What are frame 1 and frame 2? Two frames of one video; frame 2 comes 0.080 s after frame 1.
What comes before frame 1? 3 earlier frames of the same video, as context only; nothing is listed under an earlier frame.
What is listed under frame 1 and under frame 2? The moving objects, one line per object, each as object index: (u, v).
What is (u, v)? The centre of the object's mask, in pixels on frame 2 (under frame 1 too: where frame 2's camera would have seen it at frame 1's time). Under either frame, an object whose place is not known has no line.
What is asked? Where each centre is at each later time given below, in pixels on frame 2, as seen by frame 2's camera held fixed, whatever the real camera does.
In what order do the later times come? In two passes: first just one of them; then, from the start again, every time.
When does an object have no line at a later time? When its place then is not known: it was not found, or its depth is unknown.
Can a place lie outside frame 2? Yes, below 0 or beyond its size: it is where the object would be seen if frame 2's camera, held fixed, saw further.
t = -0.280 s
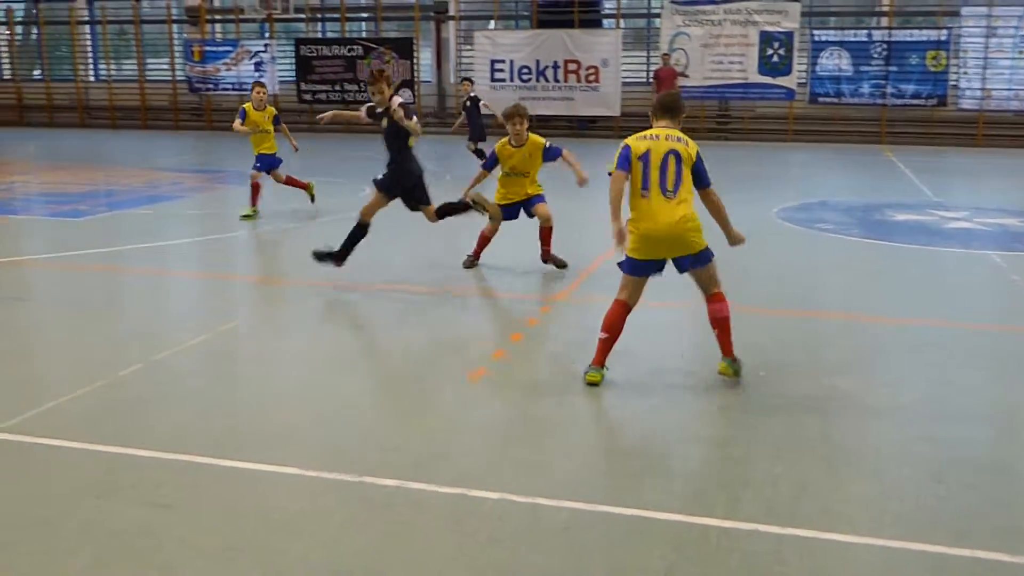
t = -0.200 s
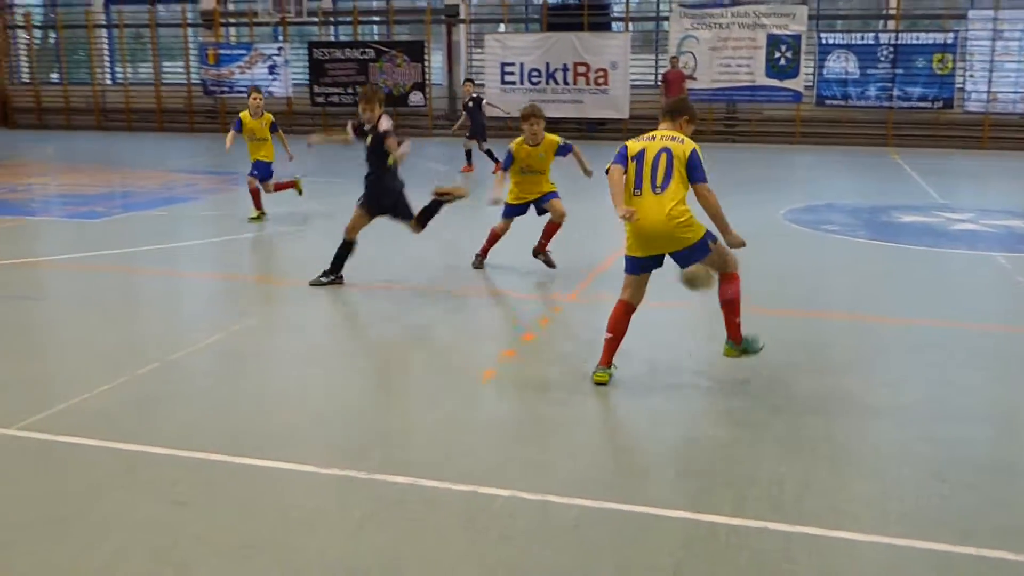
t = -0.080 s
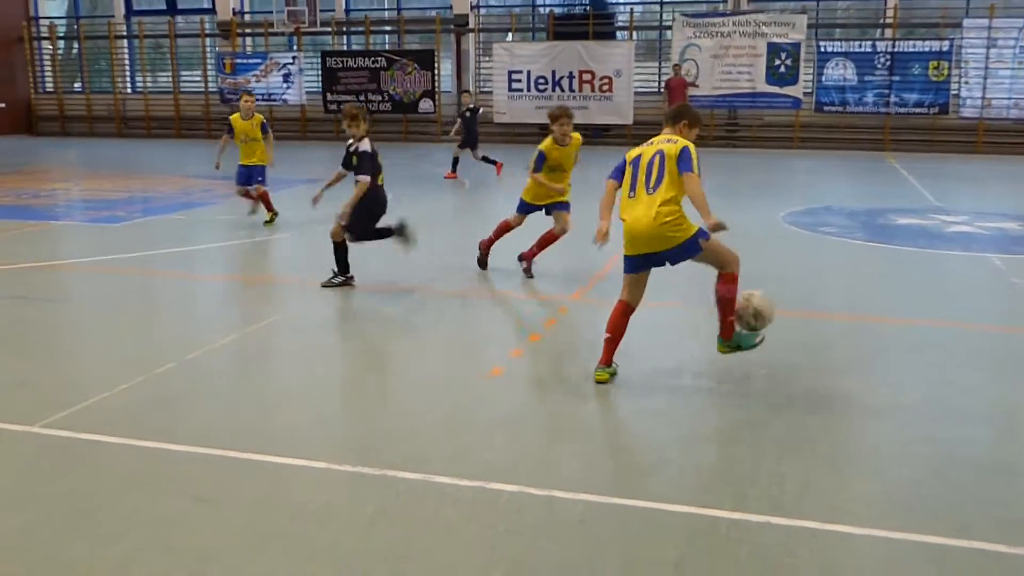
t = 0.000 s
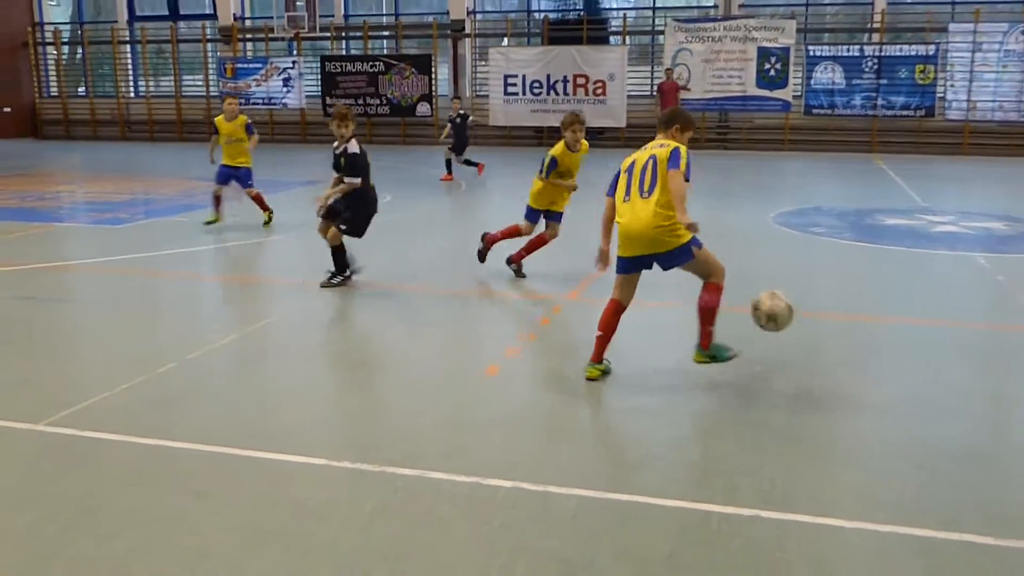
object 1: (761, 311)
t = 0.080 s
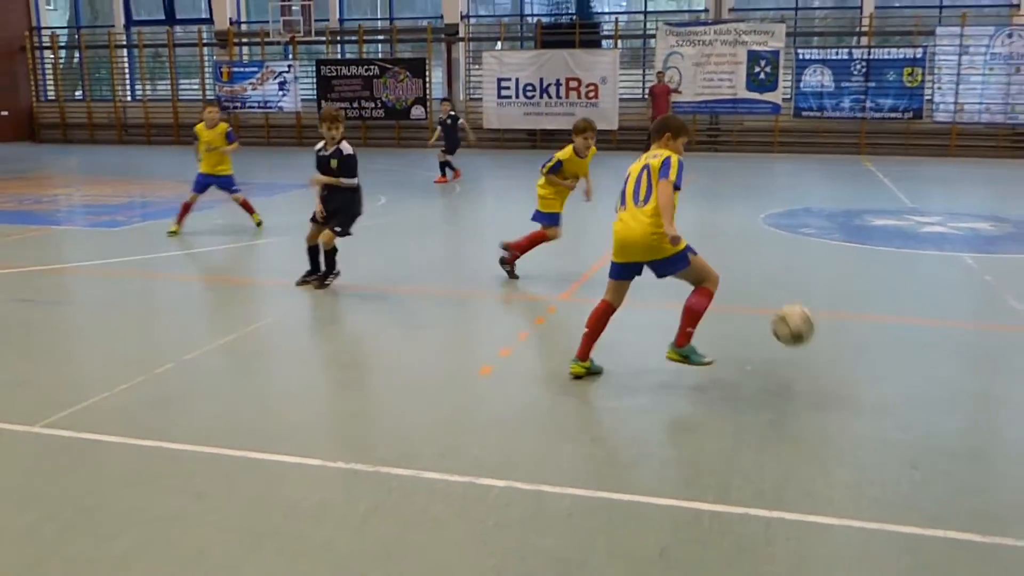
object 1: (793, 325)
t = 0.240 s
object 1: (853, 369)
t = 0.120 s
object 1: (806, 338)
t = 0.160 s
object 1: (821, 353)
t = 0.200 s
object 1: (836, 374)
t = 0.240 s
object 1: (853, 369)
